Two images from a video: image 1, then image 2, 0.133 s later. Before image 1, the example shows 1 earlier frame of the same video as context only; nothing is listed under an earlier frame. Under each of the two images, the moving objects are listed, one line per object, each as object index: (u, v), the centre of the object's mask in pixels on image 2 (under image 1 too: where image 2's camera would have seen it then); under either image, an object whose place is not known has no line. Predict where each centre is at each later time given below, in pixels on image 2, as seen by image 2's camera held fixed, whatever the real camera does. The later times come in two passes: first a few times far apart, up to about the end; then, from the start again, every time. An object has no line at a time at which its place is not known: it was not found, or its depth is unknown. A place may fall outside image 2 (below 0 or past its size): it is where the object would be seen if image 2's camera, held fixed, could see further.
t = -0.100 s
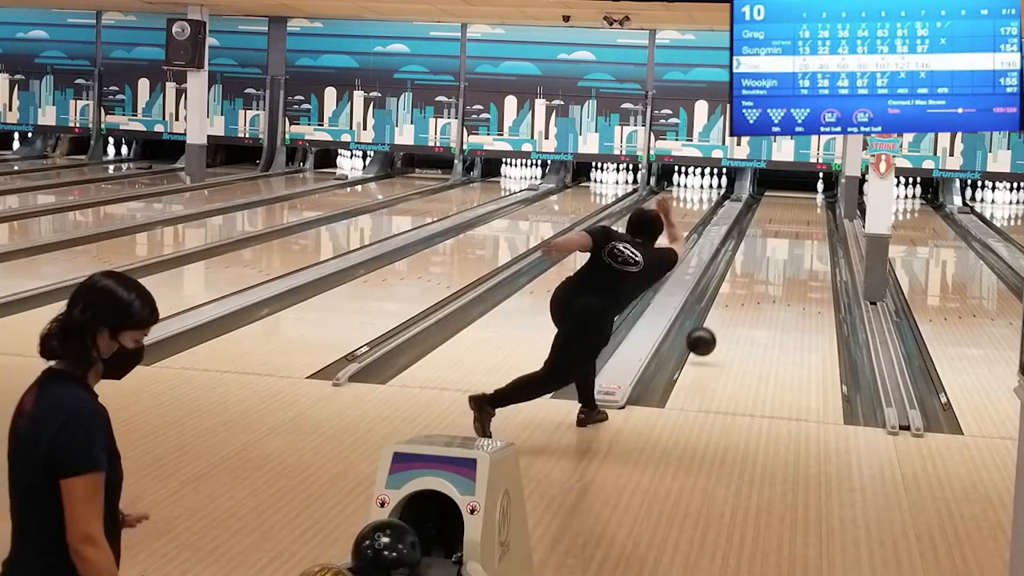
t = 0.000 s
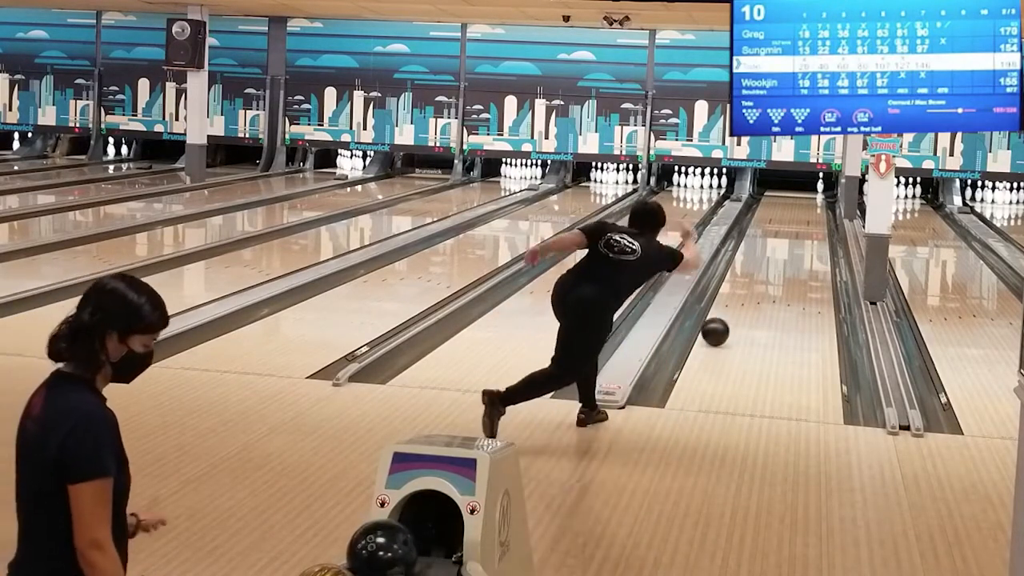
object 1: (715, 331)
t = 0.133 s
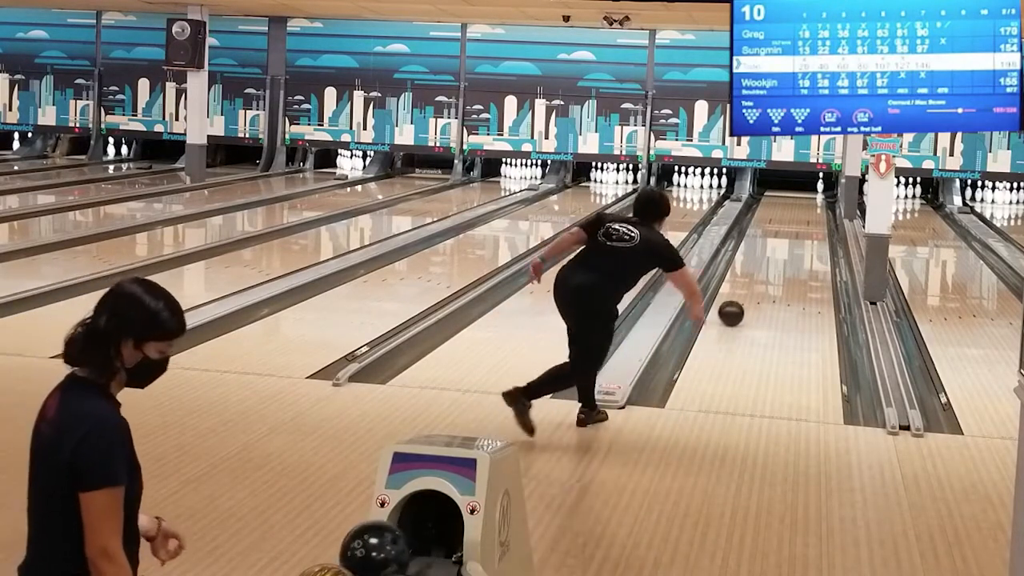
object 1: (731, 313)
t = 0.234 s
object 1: (741, 300)
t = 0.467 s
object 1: (760, 276)
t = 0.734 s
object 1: (777, 254)
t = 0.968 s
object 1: (788, 238)
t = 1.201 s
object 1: (797, 226)
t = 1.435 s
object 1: (804, 216)
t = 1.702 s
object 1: (808, 205)
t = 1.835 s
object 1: (809, 201)
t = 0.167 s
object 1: (734, 309)
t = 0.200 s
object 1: (738, 304)
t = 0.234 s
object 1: (741, 300)
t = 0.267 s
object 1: (744, 296)
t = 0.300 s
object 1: (747, 293)
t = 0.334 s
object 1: (750, 289)
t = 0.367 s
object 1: (753, 285)
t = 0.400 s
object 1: (755, 282)
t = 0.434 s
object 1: (758, 279)
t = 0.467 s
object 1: (760, 276)
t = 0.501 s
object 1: (763, 273)
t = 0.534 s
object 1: (765, 270)
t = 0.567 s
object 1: (767, 266)
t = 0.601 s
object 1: (769, 264)
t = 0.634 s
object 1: (771, 261)
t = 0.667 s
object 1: (773, 259)
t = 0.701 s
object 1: (775, 256)
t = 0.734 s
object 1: (777, 254)
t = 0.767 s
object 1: (779, 251)
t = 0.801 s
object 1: (781, 249)
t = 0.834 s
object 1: (782, 247)
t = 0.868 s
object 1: (784, 244)
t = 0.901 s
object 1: (785, 242)
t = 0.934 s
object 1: (787, 240)
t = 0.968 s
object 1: (788, 238)
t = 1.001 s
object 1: (790, 236)
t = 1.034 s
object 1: (791, 234)
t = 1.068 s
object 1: (792, 233)
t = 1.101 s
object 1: (794, 231)
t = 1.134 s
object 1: (795, 229)
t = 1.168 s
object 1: (796, 228)
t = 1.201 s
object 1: (797, 226)
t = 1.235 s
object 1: (798, 224)
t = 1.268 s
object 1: (799, 222)
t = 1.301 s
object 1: (800, 221)
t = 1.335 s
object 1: (801, 219)
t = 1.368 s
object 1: (802, 218)
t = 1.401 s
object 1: (803, 217)
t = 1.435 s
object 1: (804, 216)
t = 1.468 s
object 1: (804, 214)
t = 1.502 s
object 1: (805, 213)
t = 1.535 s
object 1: (806, 211)
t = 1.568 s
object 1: (806, 211)
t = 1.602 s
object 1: (807, 209)
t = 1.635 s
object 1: (808, 208)
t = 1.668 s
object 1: (808, 207)
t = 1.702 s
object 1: (808, 205)
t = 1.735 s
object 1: (808, 205)
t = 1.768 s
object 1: (809, 203)
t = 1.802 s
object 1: (809, 202)
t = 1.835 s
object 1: (809, 201)
